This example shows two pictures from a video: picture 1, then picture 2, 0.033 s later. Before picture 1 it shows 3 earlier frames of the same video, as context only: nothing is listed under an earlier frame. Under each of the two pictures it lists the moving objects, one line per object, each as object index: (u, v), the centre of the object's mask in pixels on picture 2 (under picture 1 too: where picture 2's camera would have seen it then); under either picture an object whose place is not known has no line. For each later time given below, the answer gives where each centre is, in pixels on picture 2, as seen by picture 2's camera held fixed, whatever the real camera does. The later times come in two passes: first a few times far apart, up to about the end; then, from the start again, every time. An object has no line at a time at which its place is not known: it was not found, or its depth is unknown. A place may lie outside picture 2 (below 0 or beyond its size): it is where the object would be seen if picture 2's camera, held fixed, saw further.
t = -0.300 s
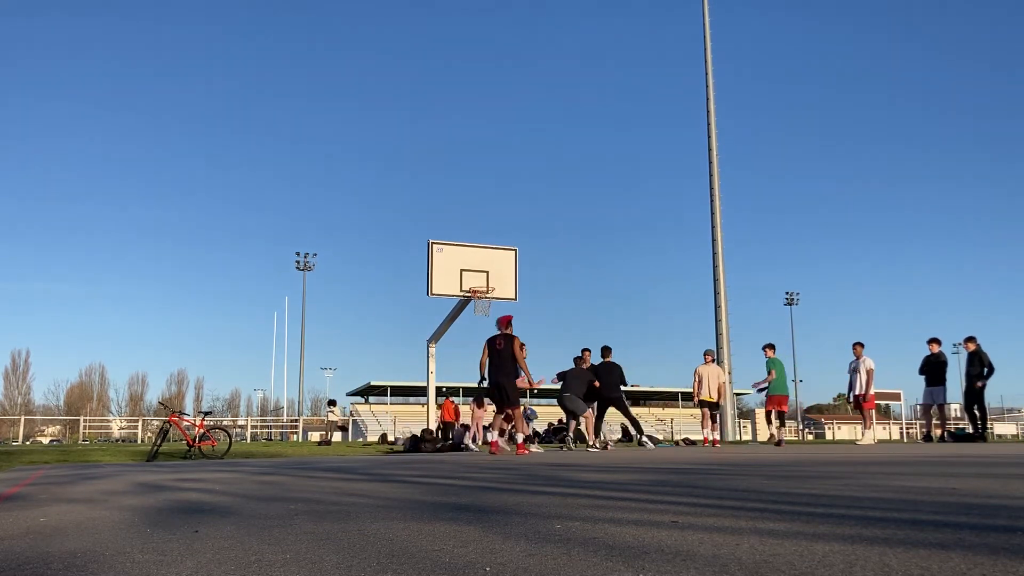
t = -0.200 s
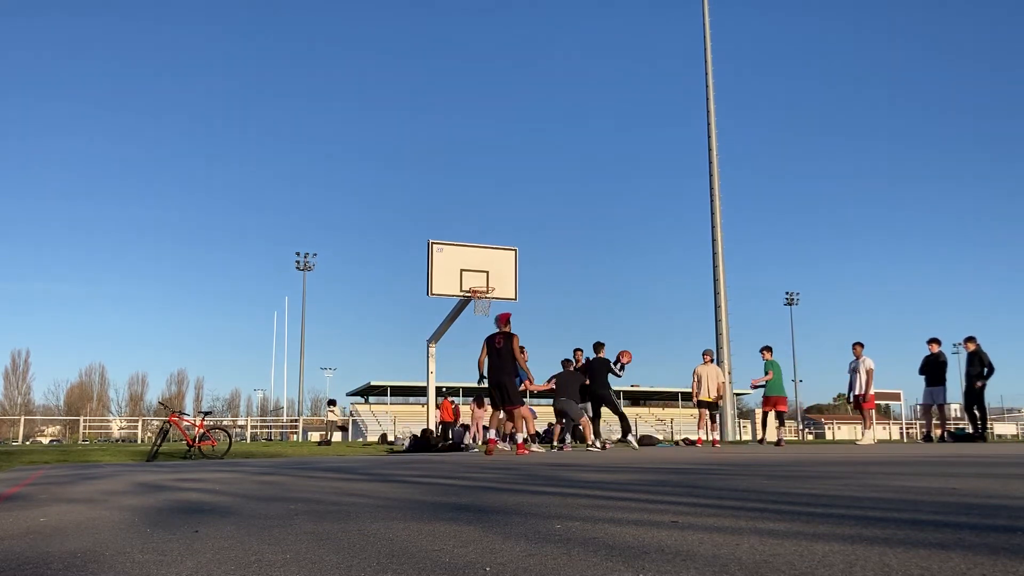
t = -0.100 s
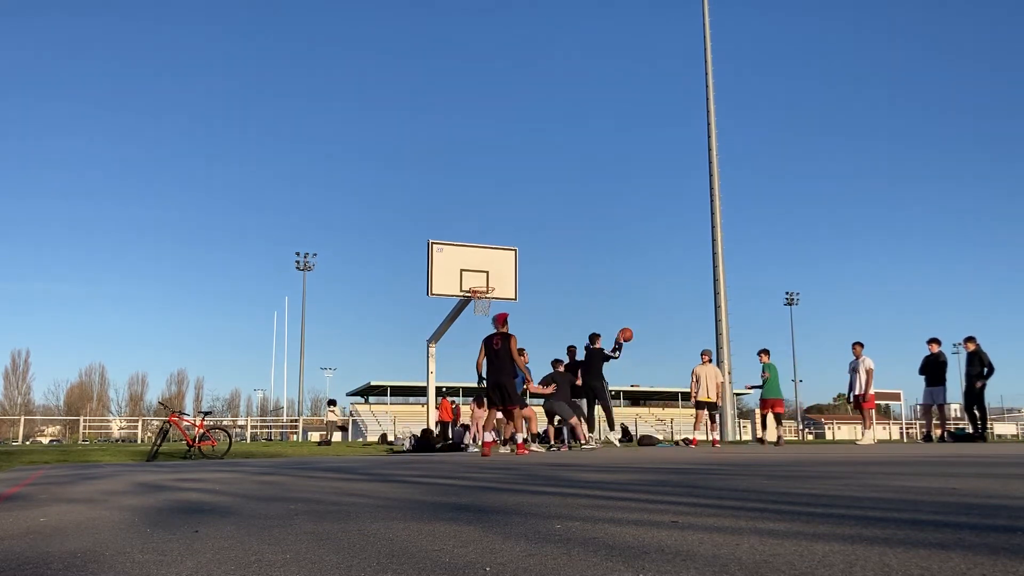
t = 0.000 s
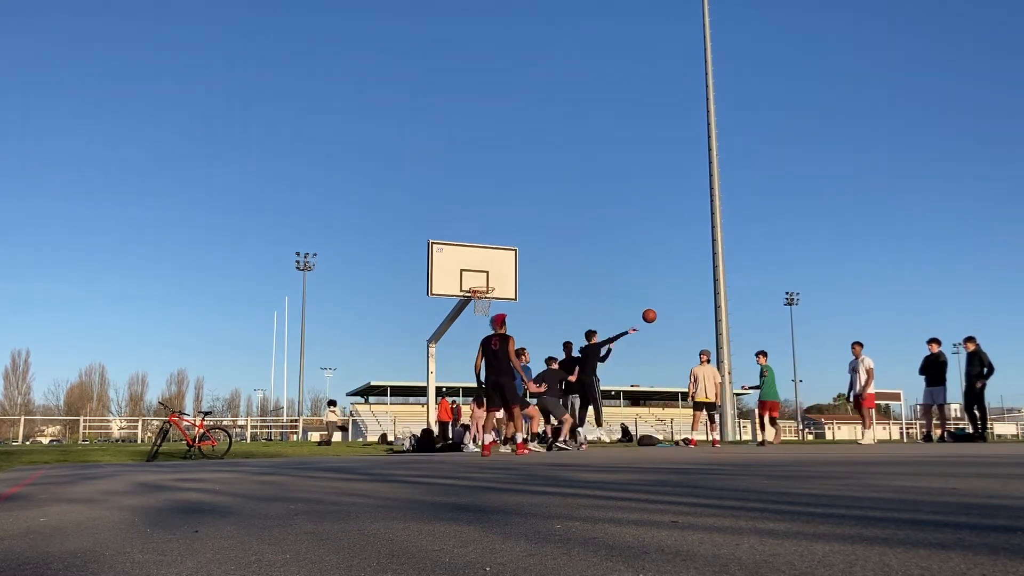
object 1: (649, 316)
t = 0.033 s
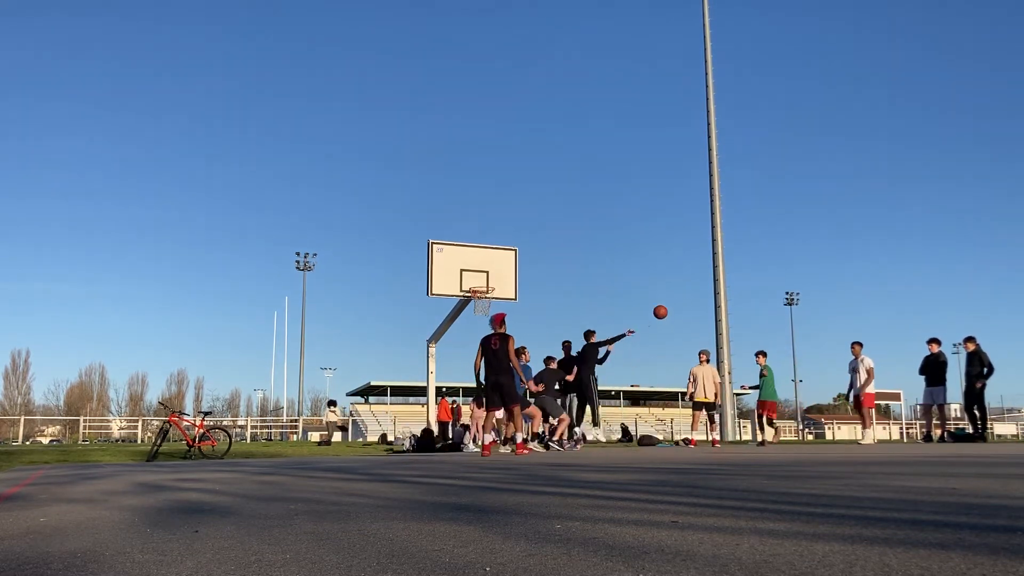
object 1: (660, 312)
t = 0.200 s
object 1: (714, 303)
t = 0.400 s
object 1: (778, 312)
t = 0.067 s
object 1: (671, 309)
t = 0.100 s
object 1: (682, 306)
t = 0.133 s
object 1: (693, 305)
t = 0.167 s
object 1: (704, 303)
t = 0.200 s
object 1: (714, 303)
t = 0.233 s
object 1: (725, 303)
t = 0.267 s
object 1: (736, 303)
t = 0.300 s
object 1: (747, 304)
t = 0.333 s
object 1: (757, 306)
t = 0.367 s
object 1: (768, 309)
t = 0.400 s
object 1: (778, 312)
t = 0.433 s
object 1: (788, 315)
